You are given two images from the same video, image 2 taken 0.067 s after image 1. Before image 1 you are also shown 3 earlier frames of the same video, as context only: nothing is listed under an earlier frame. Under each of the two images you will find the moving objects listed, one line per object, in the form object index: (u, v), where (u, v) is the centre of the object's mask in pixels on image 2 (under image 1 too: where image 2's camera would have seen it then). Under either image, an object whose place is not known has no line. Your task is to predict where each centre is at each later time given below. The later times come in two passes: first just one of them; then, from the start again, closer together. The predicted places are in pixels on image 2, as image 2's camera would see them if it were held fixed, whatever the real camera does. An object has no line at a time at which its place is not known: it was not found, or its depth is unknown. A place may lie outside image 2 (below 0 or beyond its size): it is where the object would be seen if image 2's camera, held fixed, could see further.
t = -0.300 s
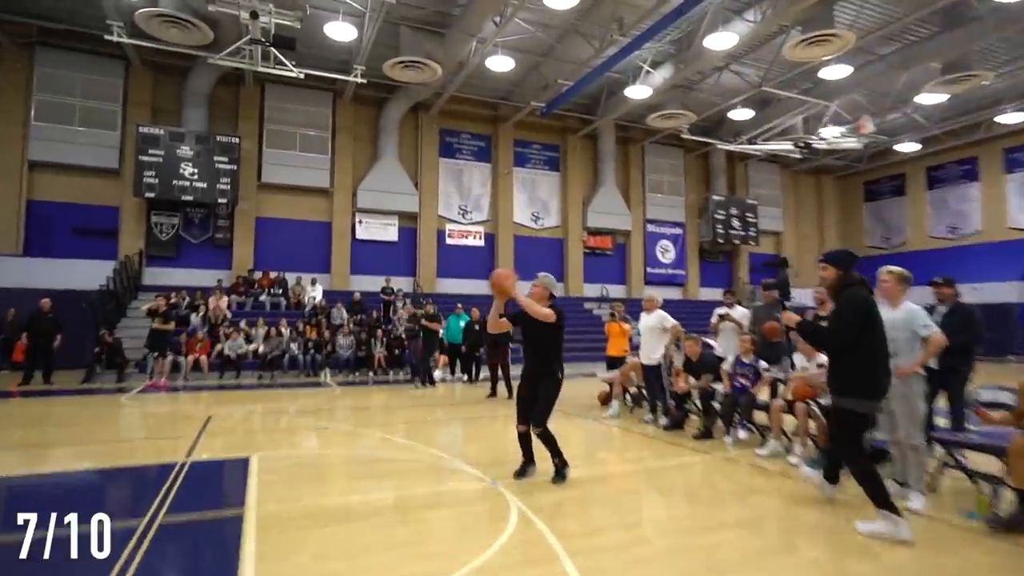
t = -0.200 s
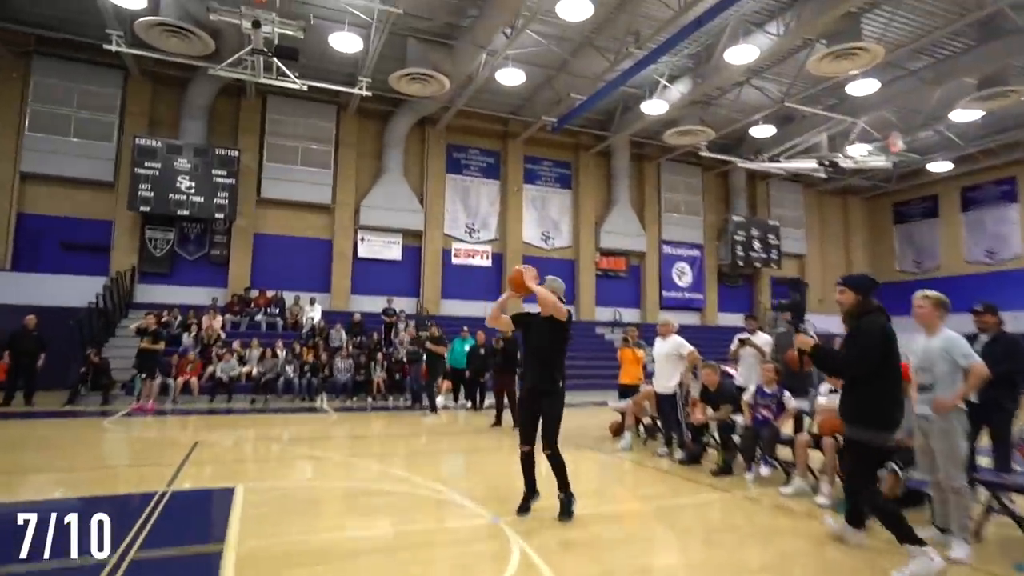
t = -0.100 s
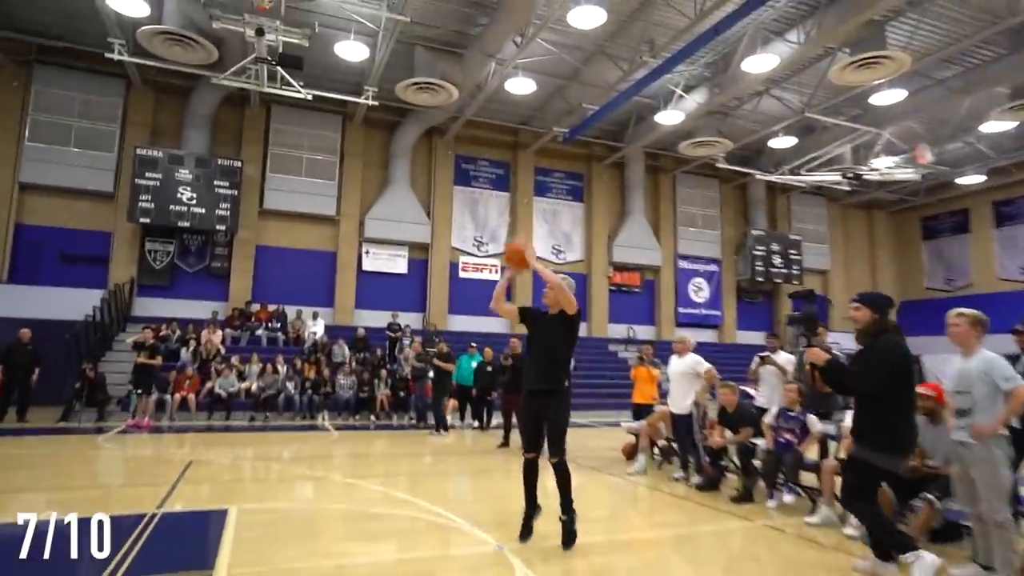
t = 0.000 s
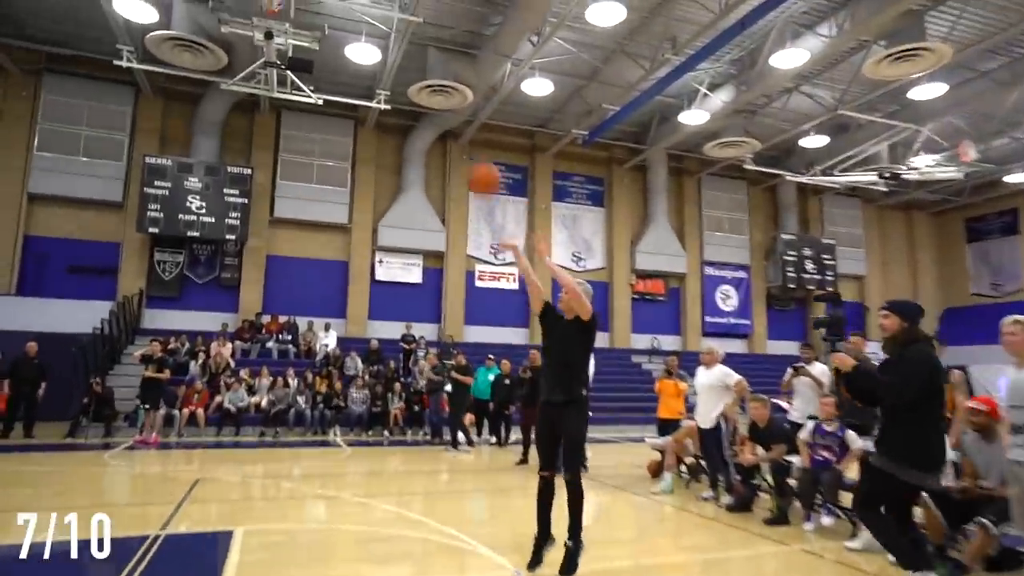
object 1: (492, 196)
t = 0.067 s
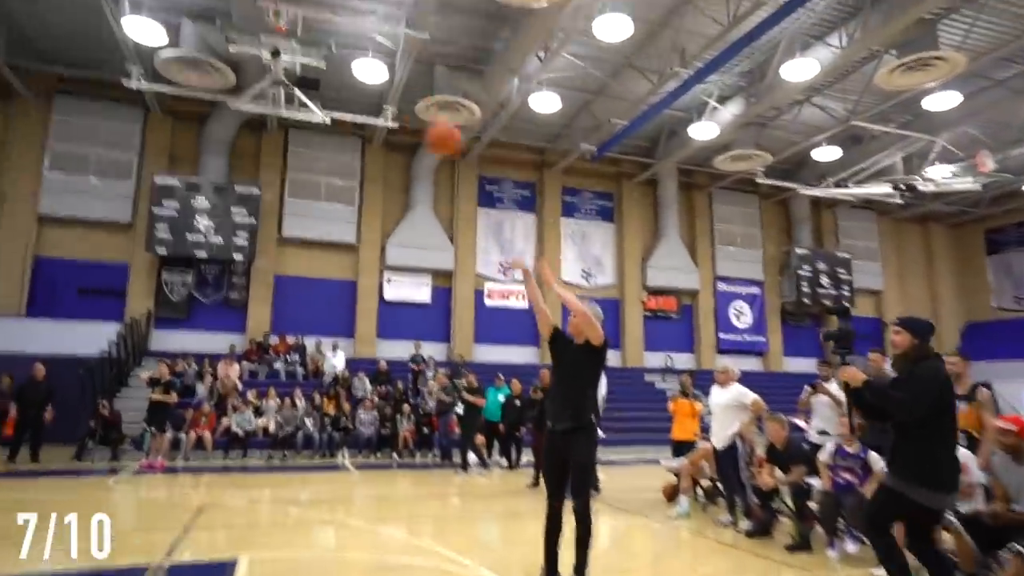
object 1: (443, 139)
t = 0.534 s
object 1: (35, -136)
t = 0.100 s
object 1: (417, 112)
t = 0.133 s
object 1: (392, 88)
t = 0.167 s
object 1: (361, 58)
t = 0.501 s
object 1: (66, -126)
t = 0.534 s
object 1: (35, -136)
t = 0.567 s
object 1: (6, -142)
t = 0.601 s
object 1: (-30, -148)
